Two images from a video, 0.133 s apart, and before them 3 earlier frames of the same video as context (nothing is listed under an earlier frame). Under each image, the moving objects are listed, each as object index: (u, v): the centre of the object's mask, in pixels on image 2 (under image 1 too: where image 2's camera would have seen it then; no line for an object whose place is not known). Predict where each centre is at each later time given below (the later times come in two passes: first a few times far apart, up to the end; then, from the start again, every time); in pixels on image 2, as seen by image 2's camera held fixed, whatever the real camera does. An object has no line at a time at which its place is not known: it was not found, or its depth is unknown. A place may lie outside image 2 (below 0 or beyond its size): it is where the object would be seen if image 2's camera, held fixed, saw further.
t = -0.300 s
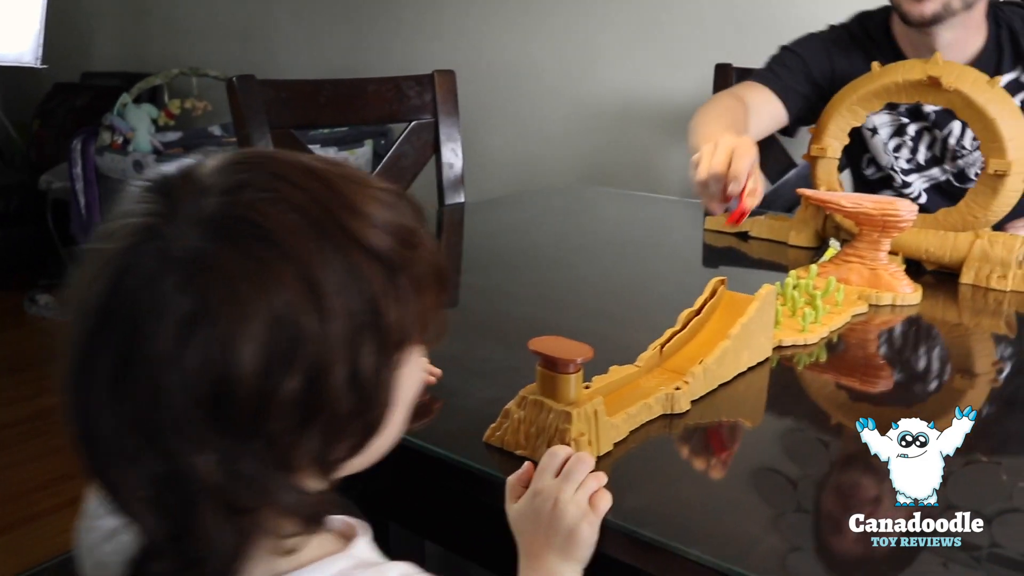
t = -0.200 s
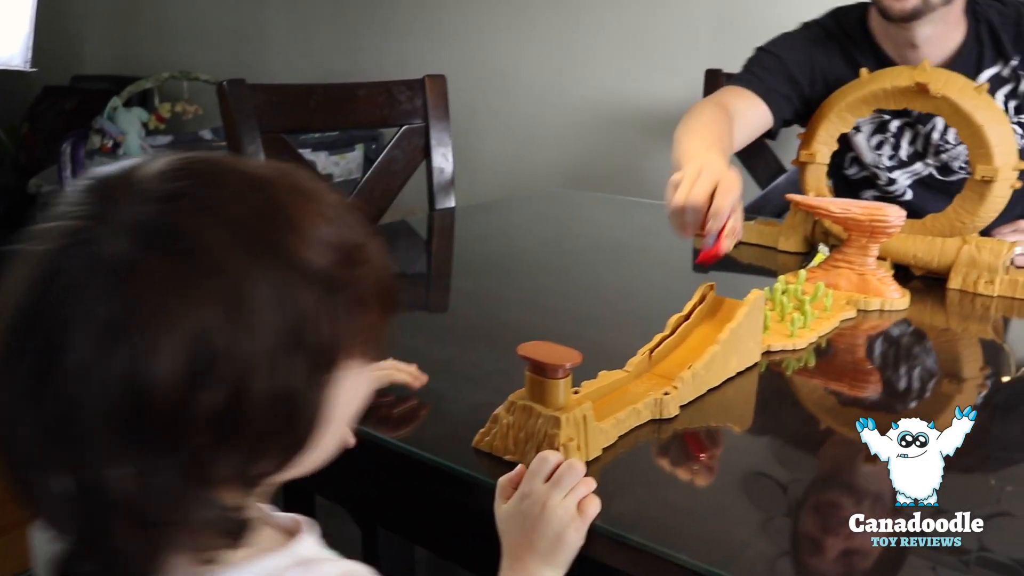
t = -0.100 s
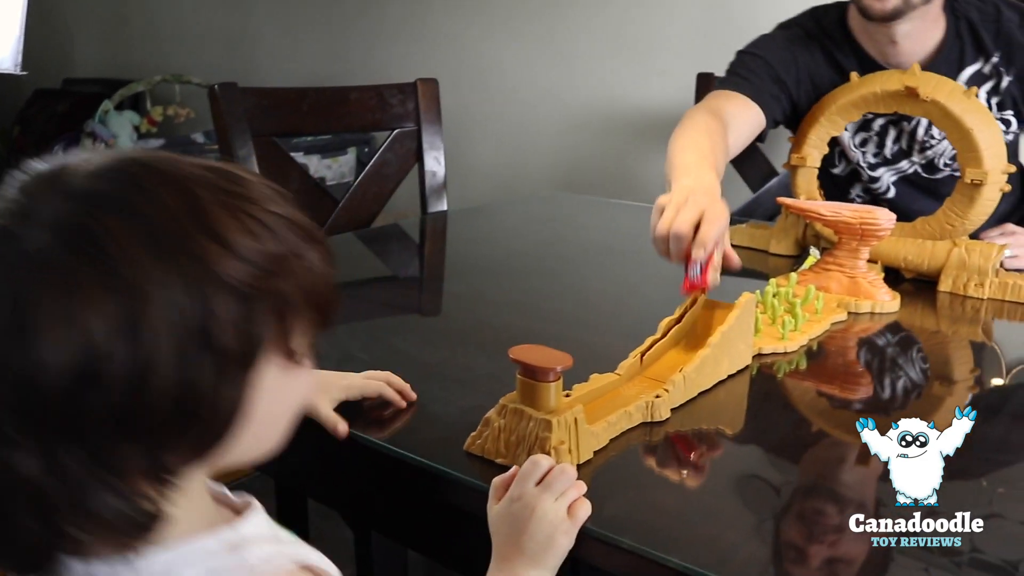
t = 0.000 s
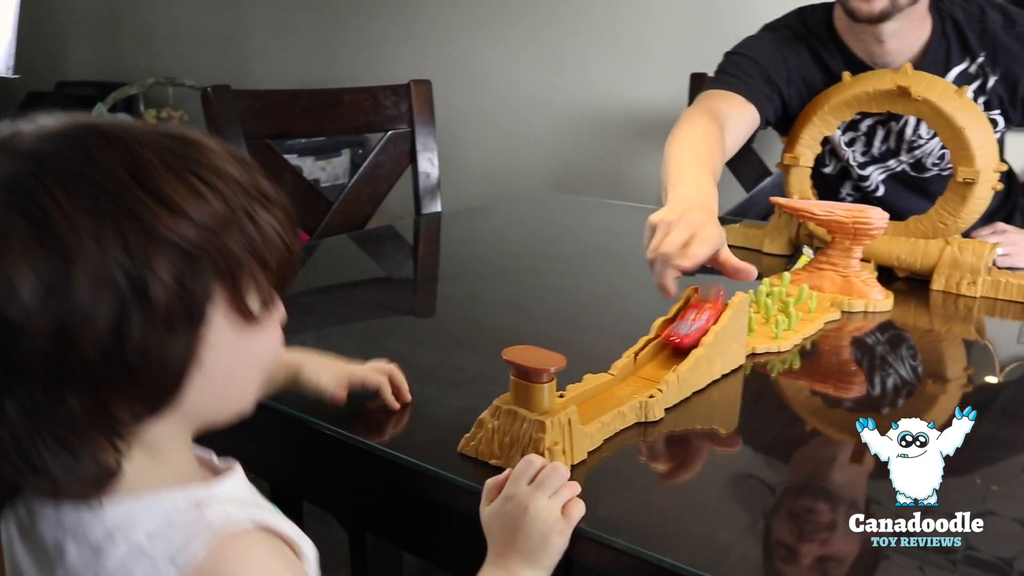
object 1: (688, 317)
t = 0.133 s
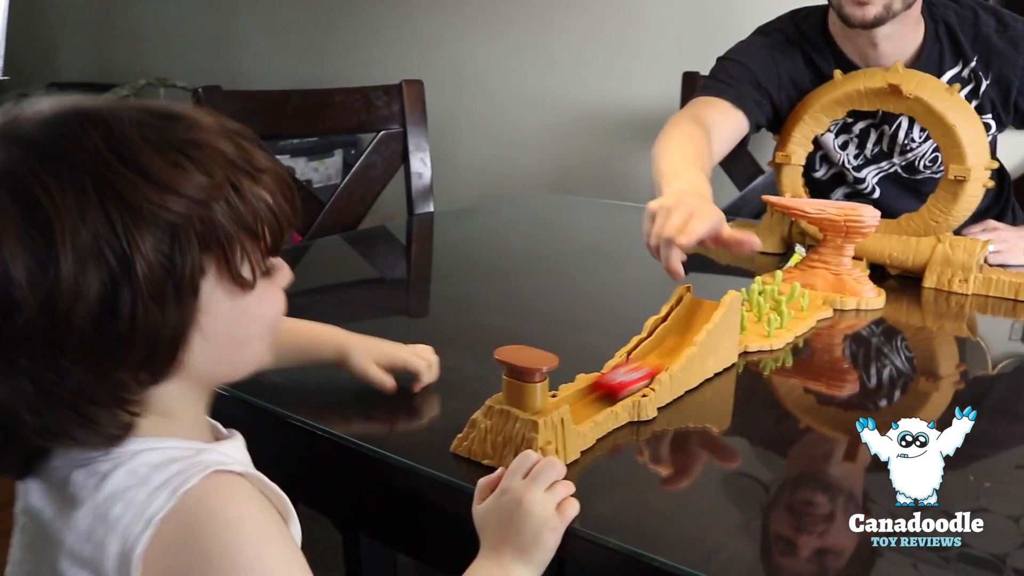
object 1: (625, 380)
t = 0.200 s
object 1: (590, 400)
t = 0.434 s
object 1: (587, 400)
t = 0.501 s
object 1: (585, 401)
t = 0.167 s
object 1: (606, 391)
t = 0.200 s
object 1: (590, 400)
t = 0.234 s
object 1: (587, 401)
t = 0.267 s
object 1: (587, 400)
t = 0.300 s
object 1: (587, 400)
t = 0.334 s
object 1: (587, 400)
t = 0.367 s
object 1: (587, 400)
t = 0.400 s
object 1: (587, 400)
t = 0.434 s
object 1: (587, 400)
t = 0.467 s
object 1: (586, 400)
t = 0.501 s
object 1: (585, 401)
